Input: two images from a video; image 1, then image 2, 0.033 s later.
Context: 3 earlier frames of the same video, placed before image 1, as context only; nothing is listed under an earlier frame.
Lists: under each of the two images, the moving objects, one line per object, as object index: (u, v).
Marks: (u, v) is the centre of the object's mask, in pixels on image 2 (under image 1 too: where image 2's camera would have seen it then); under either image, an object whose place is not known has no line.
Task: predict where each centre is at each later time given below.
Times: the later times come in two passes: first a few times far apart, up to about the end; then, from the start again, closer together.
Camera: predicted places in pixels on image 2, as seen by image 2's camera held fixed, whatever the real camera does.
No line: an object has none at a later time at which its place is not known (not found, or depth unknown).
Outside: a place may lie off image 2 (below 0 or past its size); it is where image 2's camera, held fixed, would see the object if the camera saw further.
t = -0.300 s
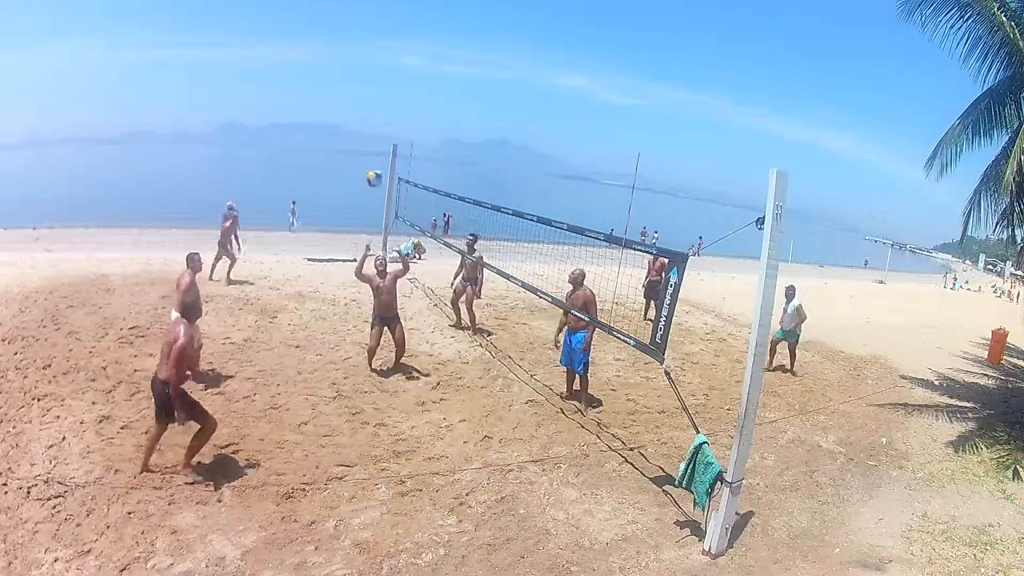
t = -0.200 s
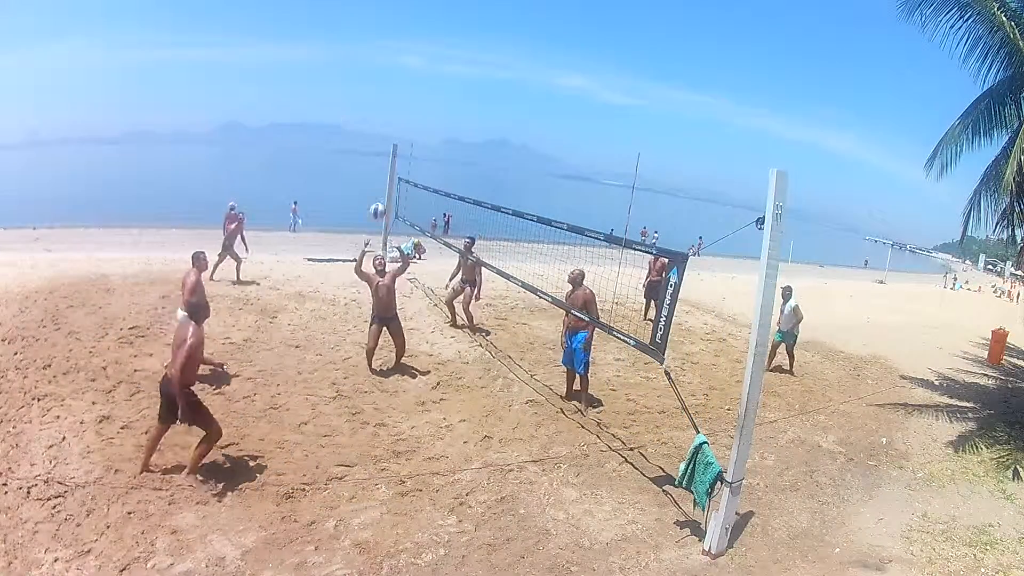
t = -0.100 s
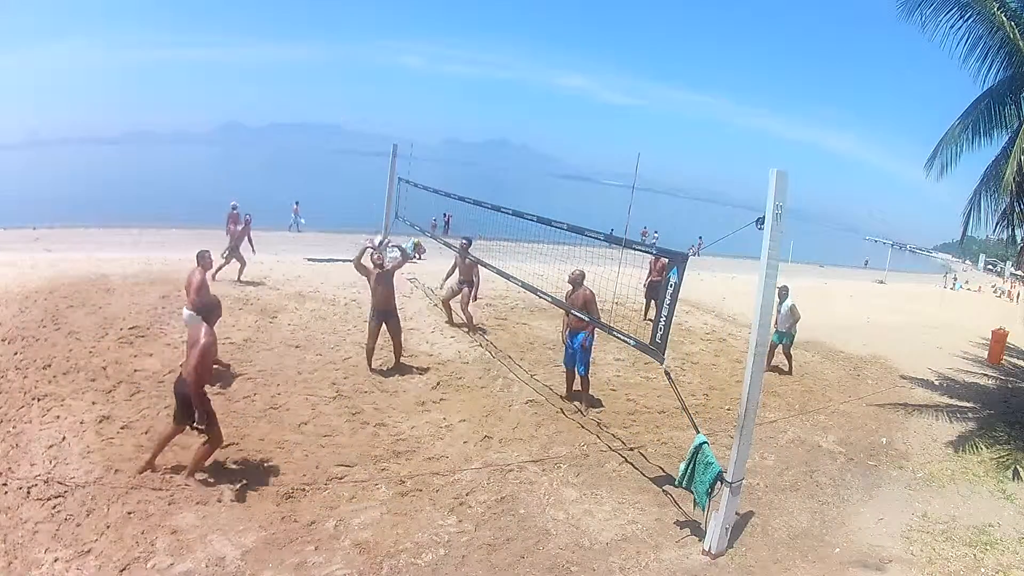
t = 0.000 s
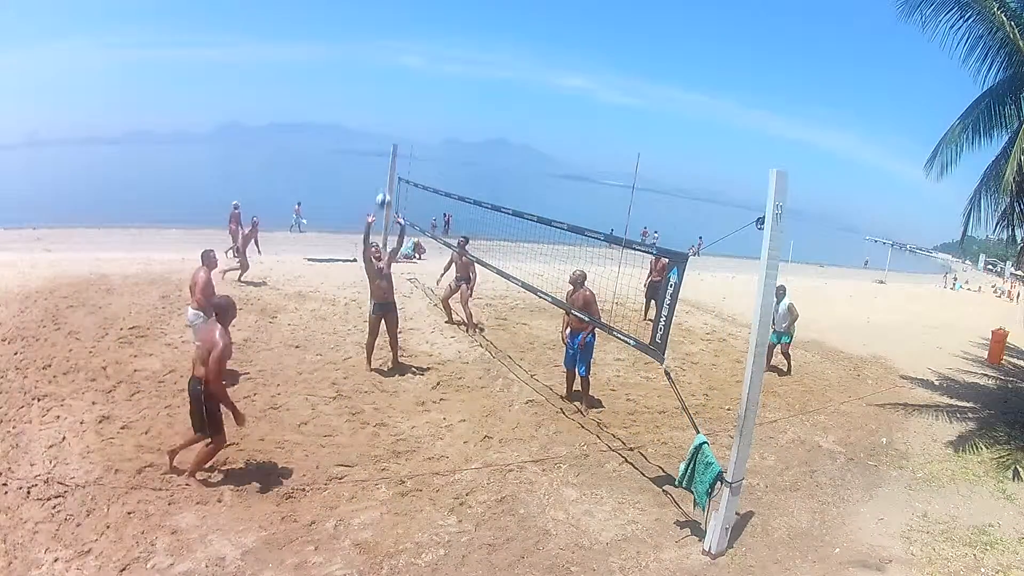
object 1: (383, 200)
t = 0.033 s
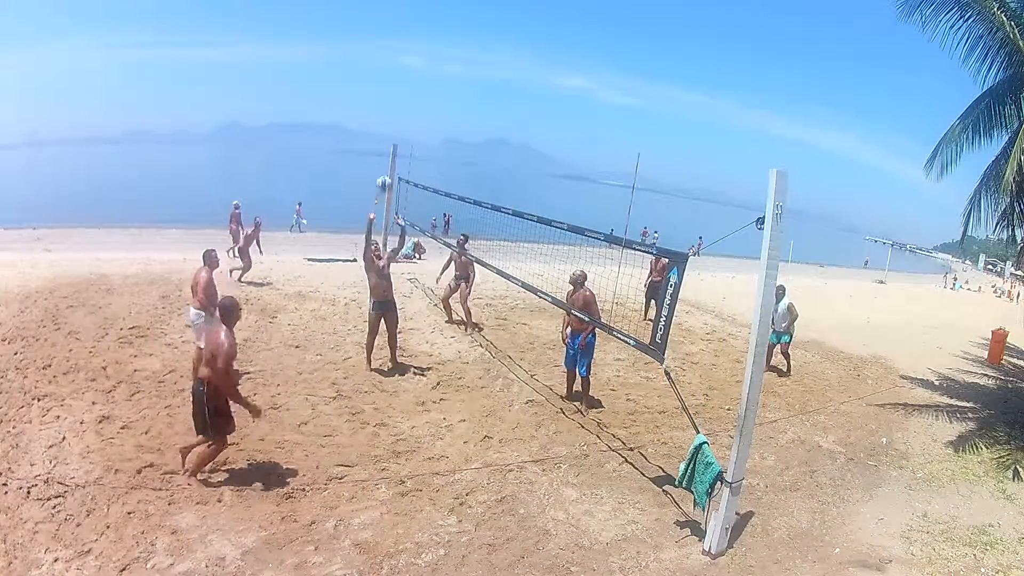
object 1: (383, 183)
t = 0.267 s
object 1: (392, 86)
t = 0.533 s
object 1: (397, 27)
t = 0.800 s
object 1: (395, 20)
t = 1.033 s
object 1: (384, 63)
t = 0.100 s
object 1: (385, 151)
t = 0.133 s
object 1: (387, 136)
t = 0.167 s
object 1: (389, 123)
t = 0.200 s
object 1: (390, 111)
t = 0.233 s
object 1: (391, 98)
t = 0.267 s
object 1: (392, 86)
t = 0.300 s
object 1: (393, 76)
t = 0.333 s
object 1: (394, 66)
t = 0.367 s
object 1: (395, 59)
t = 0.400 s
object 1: (396, 50)
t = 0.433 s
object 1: (397, 43)
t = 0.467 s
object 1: (397, 36)
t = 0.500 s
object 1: (397, 31)
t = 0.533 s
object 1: (397, 27)
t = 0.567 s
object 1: (398, 24)
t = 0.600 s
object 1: (397, 22)
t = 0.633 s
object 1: (398, 19)
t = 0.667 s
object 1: (397, 18)
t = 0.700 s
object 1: (397, 19)
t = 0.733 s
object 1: (396, 19)
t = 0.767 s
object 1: (396, 19)
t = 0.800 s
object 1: (395, 20)
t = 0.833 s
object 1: (394, 24)
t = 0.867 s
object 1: (393, 28)
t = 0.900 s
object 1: (391, 33)
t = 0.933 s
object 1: (390, 39)
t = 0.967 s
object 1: (387, 45)
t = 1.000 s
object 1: (386, 53)
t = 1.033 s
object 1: (384, 63)
